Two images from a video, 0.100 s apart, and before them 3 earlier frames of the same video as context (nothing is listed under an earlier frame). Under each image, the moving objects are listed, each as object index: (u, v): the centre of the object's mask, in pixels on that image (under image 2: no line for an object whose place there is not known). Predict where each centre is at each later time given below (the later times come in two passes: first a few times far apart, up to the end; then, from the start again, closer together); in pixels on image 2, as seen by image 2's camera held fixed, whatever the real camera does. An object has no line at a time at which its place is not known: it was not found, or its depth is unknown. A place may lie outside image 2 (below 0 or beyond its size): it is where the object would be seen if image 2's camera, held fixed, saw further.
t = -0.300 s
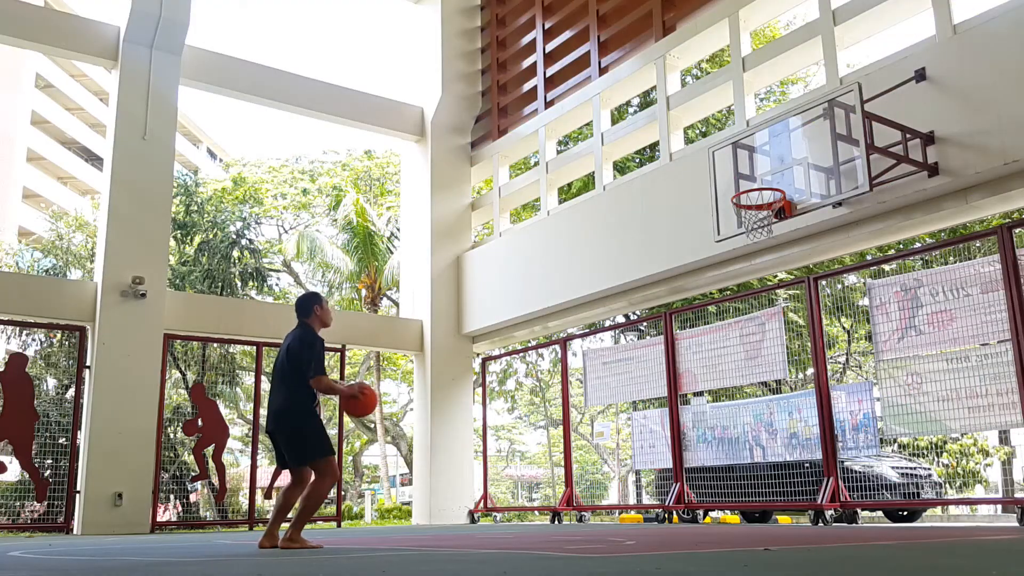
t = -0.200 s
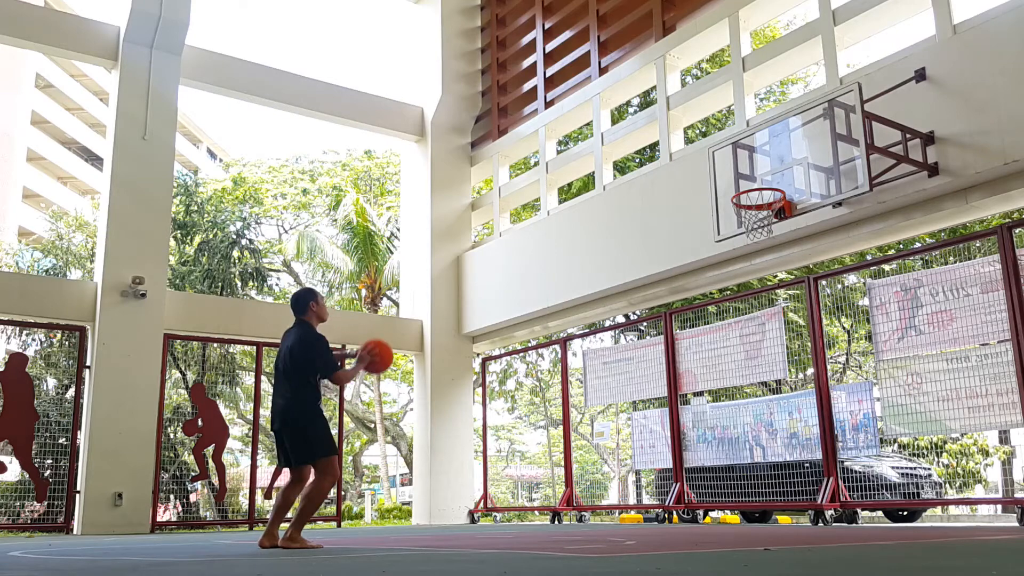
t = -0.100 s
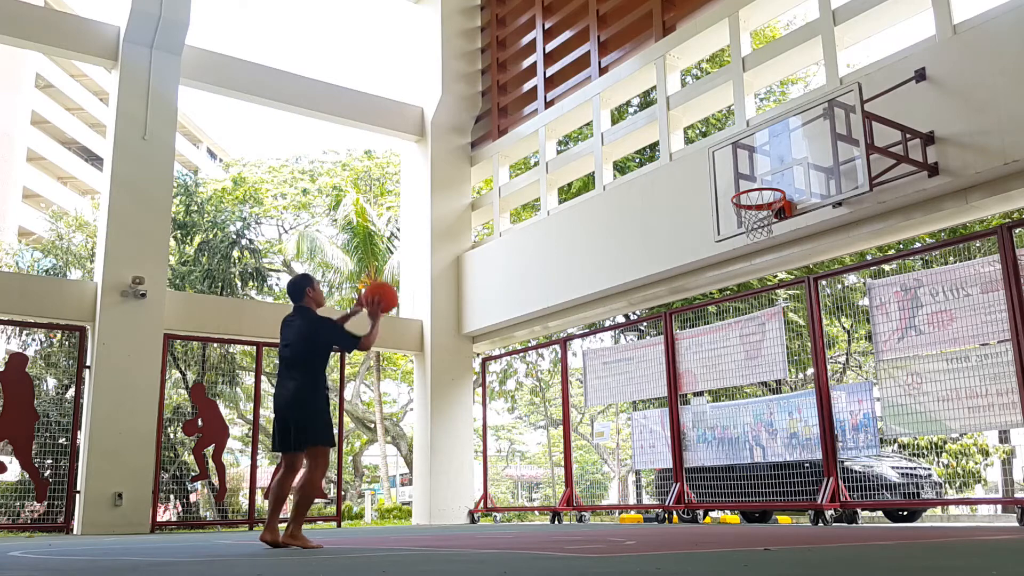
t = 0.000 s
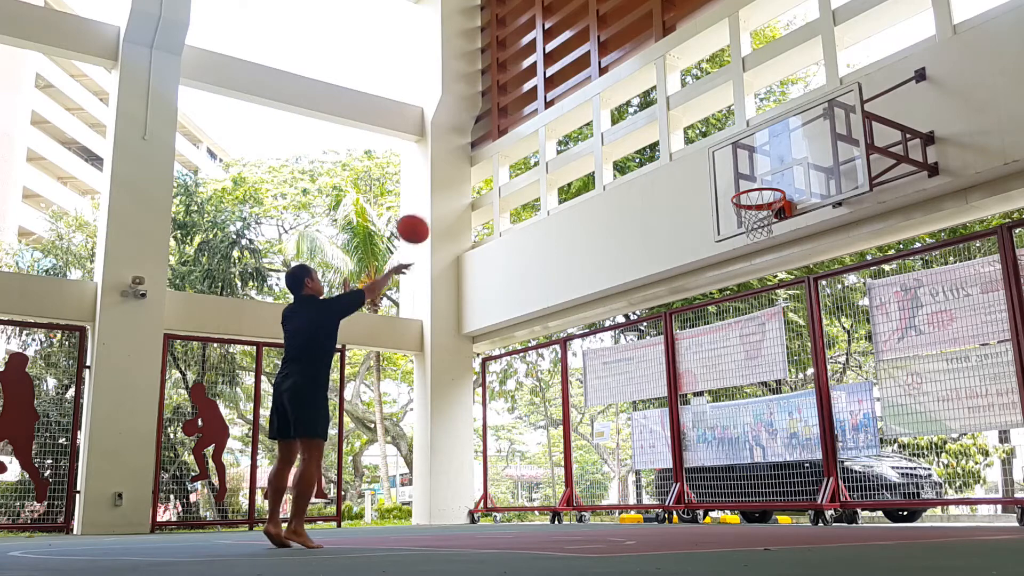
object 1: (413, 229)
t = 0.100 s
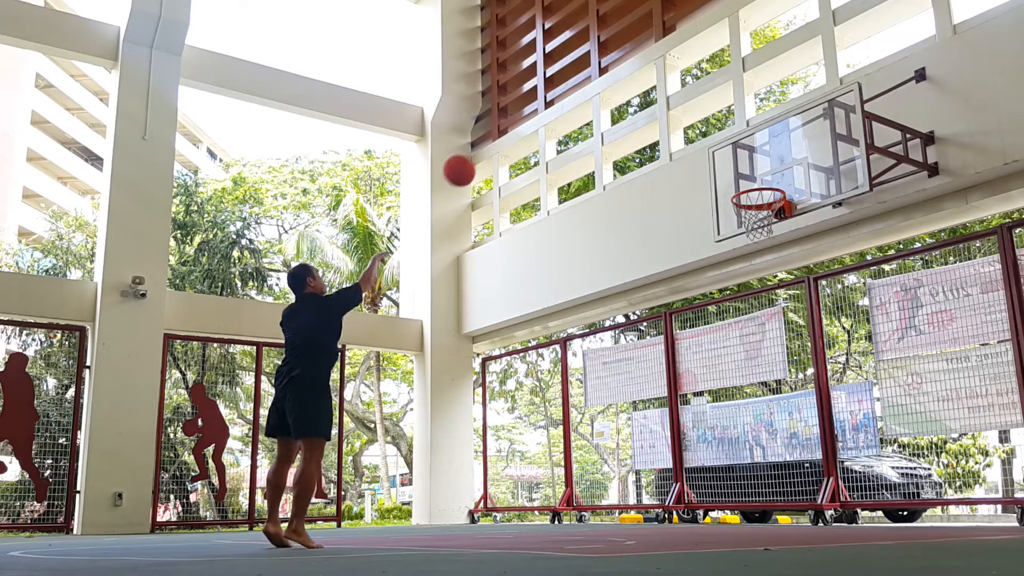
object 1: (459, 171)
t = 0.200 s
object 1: (501, 129)
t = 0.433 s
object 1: (587, 86)
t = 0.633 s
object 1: (652, 98)
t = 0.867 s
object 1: (721, 158)
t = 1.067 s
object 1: (779, 212)
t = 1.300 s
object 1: (775, 233)
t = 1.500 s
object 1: (770, 294)
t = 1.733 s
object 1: (768, 435)
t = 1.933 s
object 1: (749, 448)
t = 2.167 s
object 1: (707, 330)
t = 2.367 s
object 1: (677, 280)
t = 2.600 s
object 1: (646, 278)
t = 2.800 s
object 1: (621, 324)
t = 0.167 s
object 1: (487, 141)
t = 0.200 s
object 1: (501, 129)
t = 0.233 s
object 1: (514, 119)
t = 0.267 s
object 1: (526, 110)
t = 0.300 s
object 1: (539, 102)
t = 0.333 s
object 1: (552, 97)
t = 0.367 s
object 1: (563, 92)
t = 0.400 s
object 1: (575, 89)
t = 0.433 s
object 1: (587, 86)
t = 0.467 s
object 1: (598, 85)
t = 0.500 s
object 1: (609, 85)
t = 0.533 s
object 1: (620, 87)
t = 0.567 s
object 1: (630, 89)
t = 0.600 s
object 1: (641, 93)
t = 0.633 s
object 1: (652, 98)
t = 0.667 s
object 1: (661, 103)
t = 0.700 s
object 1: (672, 110)
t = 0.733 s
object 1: (682, 118)
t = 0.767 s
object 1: (692, 127)
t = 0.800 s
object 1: (702, 136)
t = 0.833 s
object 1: (711, 147)
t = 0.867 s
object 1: (721, 158)
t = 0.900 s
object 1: (731, 171)
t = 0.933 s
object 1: (739, 182)
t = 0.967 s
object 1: (749, 196)
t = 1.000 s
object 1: (760, 203)
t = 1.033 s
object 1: (772, 209)
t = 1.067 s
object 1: (779, 212)
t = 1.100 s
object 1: (781, 213)
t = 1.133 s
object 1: (782, 213)
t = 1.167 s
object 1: (781, 214)
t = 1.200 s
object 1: (780, 221)
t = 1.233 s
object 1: (778, 223)
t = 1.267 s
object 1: (776, 227)
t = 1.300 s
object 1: (775, 233)
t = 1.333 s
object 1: (774, 240)
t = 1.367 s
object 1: (773, 248)
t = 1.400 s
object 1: (772, 258)
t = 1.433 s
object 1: (771, 269)
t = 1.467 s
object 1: (770, 281)
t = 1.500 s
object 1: (770, 294)
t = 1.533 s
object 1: (769, 309)
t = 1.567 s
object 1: (769, 326)
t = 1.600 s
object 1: (768, 345)
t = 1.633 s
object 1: (768, 365)
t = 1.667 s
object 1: (768, 386)
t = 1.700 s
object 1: (768, 410)
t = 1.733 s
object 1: (768, 435)
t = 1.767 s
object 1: (769, 463)
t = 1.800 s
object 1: (770, 492)
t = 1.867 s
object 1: (763, 496)
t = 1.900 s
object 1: (756, 471)
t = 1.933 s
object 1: (749, 448)
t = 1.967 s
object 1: (742, 427)
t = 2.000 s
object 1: (736, 407)
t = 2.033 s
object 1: (729, 389)
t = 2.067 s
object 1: (724, 372)
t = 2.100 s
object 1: (718, 357)
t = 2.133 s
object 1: (712, 343)
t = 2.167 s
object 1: (707, 330)
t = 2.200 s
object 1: (701, 318)
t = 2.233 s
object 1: (696, 309)
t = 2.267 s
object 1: (691, 300)
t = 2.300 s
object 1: (686, 292)
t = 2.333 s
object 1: (682, 286)
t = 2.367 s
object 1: (677, 280)
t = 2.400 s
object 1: (672, 276)
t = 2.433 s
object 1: (668, 274)
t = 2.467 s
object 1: (663, 272)
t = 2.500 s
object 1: (659, 272)
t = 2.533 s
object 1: (655, 272)
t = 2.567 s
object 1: (650, 275)
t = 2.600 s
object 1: (646, 278)
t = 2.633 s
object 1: (642, 282)
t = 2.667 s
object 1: (638, 288)
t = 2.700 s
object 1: (633, 295)
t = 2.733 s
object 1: (629, 303)
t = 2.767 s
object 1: (626, 312)
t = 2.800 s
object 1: (621, 324)
